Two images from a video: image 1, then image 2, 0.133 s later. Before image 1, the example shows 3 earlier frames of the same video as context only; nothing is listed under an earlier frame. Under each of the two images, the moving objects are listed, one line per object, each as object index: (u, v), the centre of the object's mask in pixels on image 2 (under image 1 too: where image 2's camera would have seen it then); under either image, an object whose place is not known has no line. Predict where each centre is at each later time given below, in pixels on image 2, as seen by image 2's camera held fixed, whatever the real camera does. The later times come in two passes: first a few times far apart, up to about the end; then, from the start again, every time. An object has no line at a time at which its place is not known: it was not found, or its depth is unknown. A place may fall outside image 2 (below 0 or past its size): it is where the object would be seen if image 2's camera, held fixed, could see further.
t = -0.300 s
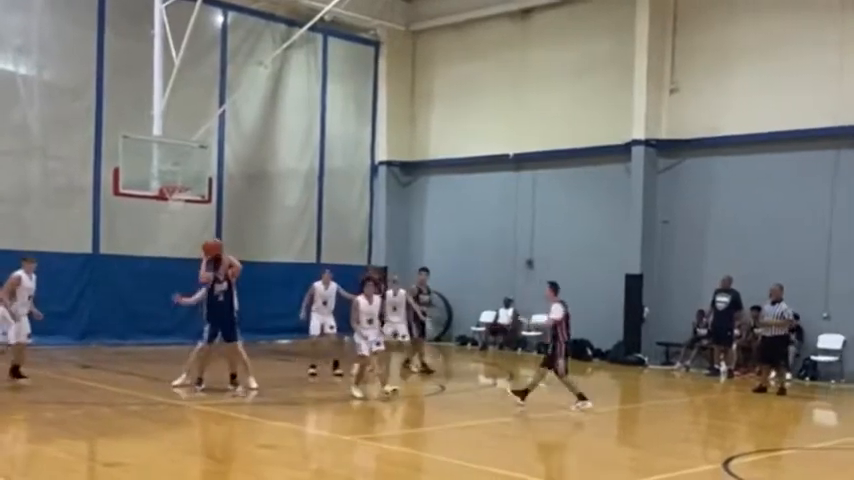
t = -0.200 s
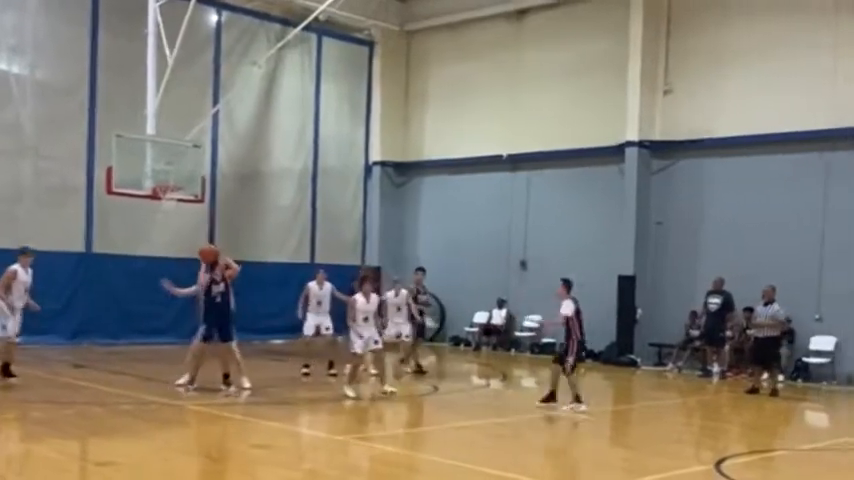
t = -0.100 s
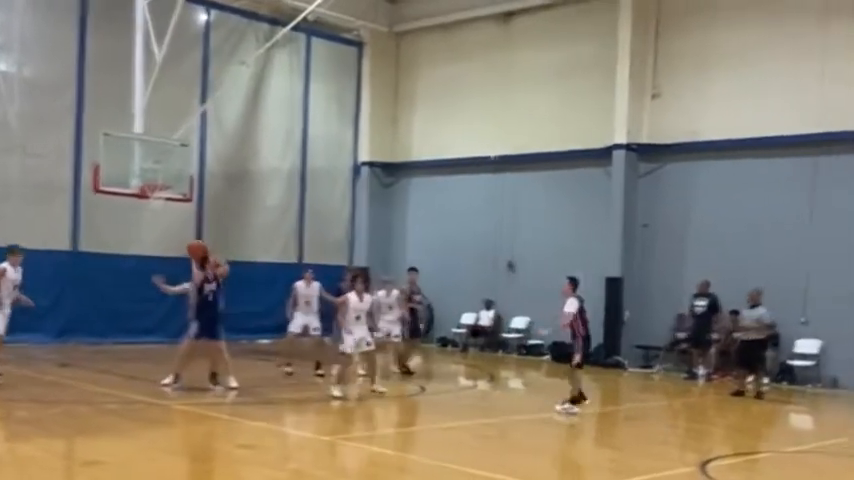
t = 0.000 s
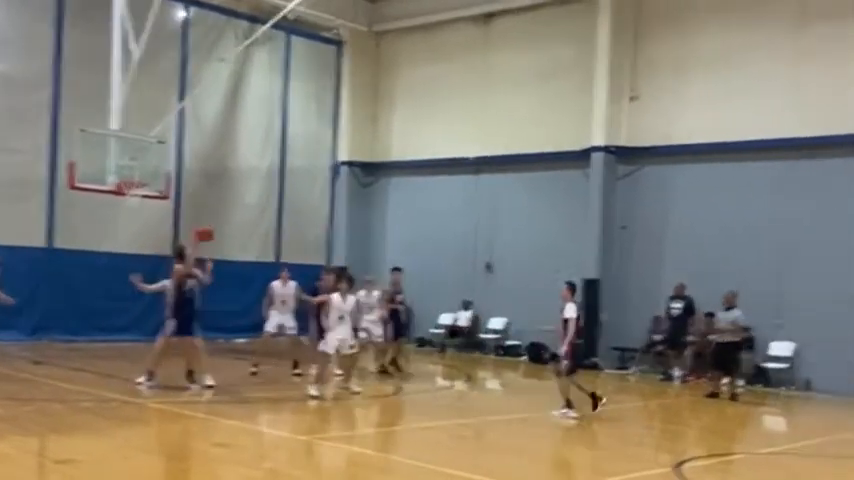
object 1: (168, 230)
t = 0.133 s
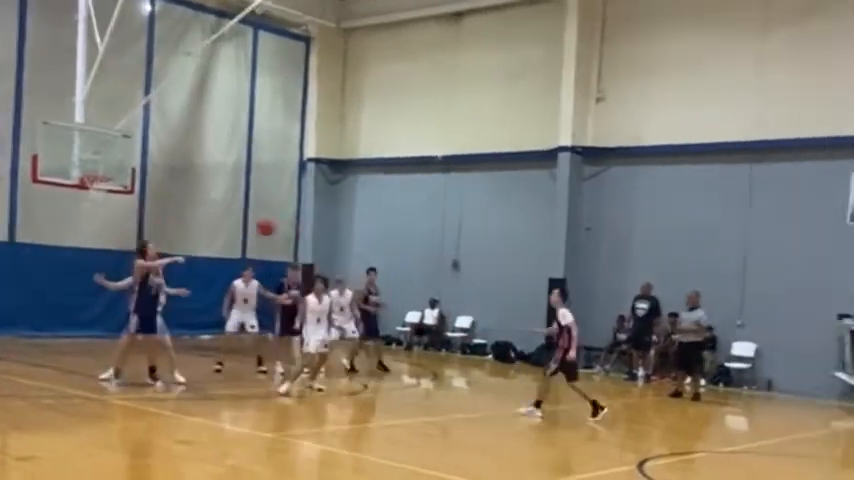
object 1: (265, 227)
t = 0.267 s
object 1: (363, 240)
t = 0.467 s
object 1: (508, 284)
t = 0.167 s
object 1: (288, 230)
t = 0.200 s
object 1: (313, 231)
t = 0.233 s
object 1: (338, 237)
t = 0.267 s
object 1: (363, 240)
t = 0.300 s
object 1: (386, 245)
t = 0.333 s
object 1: (411, 251)
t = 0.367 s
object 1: (435, 257)
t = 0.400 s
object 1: (460, 267)
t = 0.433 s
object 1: (485, 274)
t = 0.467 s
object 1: (508, 284)
